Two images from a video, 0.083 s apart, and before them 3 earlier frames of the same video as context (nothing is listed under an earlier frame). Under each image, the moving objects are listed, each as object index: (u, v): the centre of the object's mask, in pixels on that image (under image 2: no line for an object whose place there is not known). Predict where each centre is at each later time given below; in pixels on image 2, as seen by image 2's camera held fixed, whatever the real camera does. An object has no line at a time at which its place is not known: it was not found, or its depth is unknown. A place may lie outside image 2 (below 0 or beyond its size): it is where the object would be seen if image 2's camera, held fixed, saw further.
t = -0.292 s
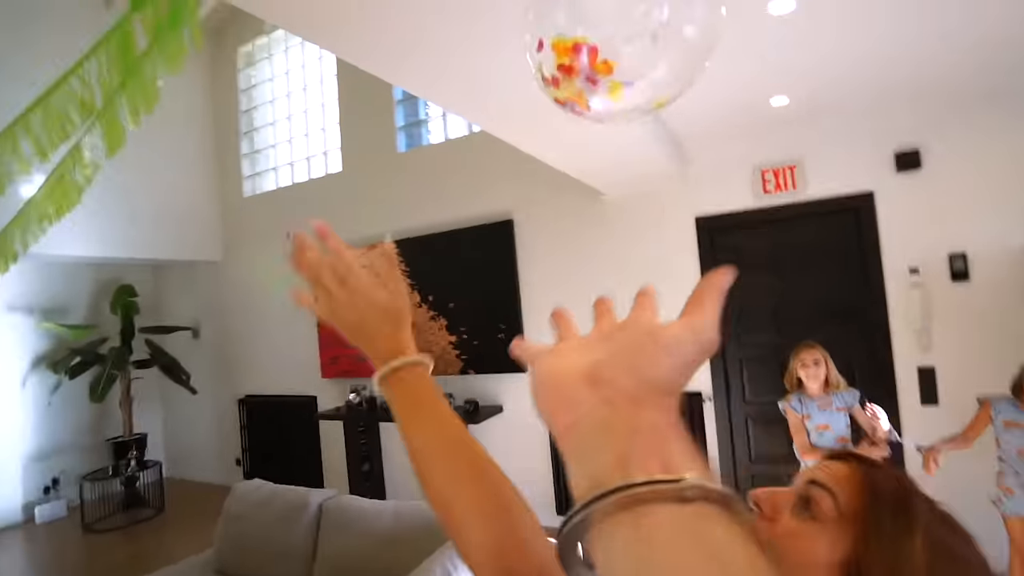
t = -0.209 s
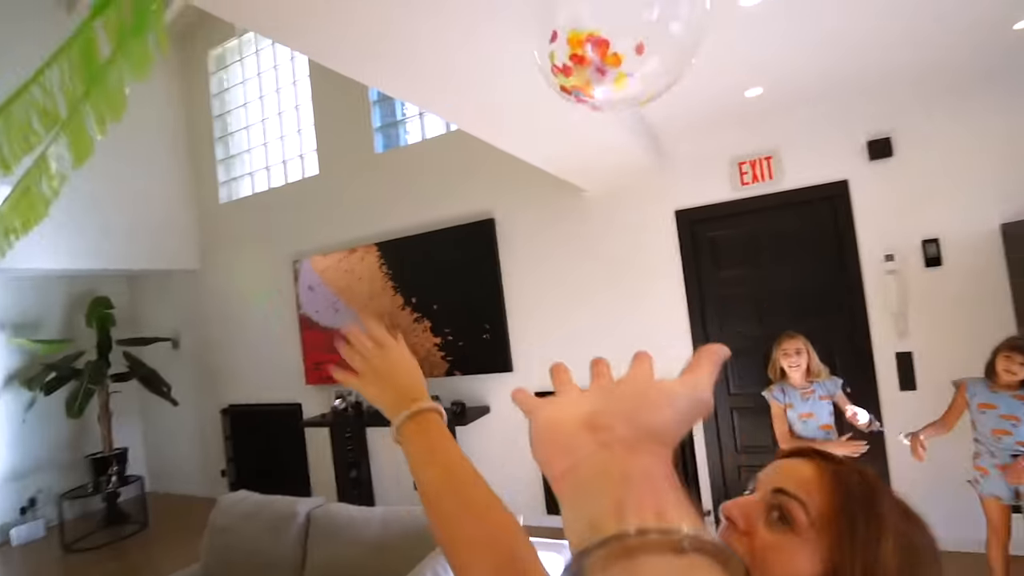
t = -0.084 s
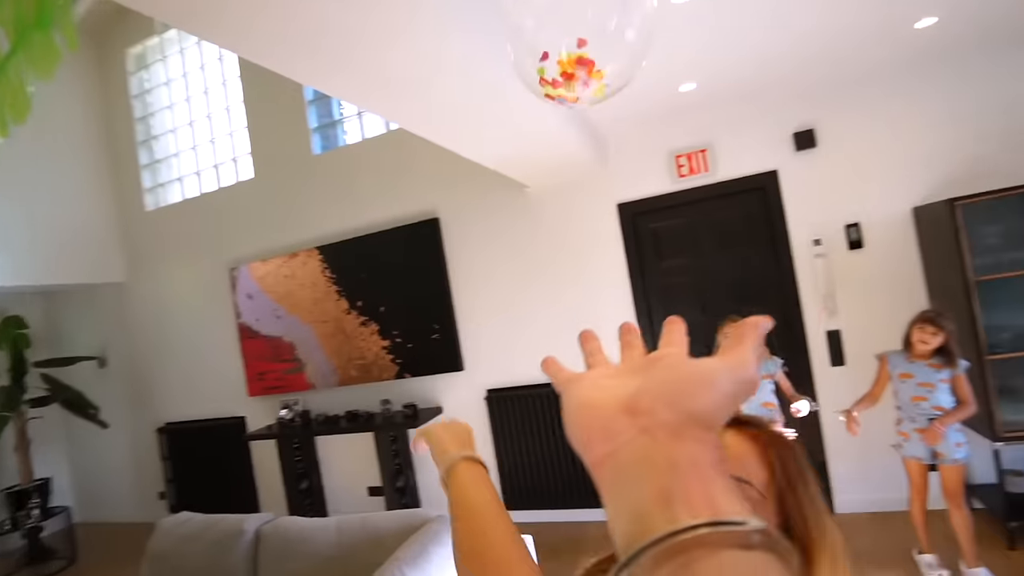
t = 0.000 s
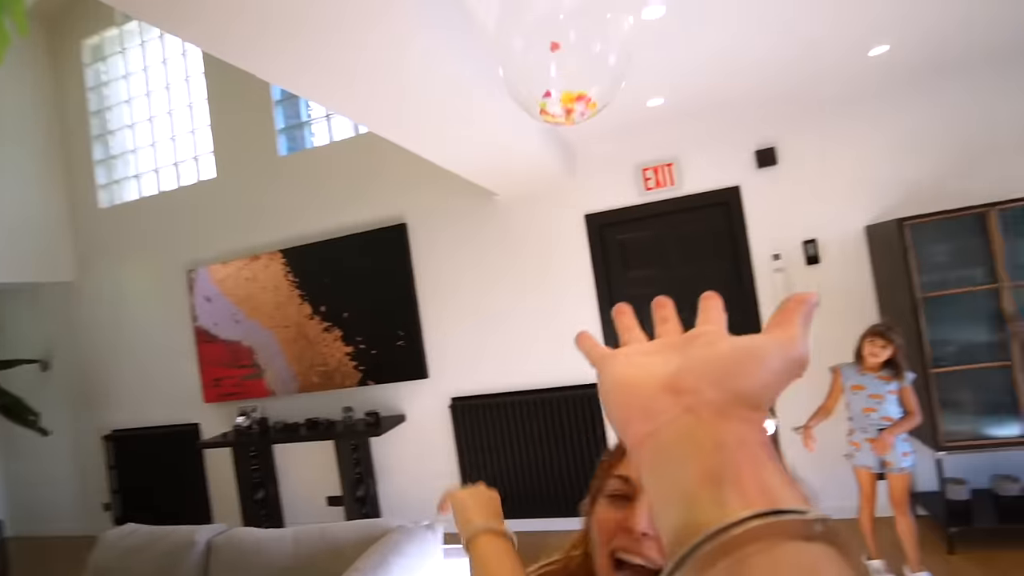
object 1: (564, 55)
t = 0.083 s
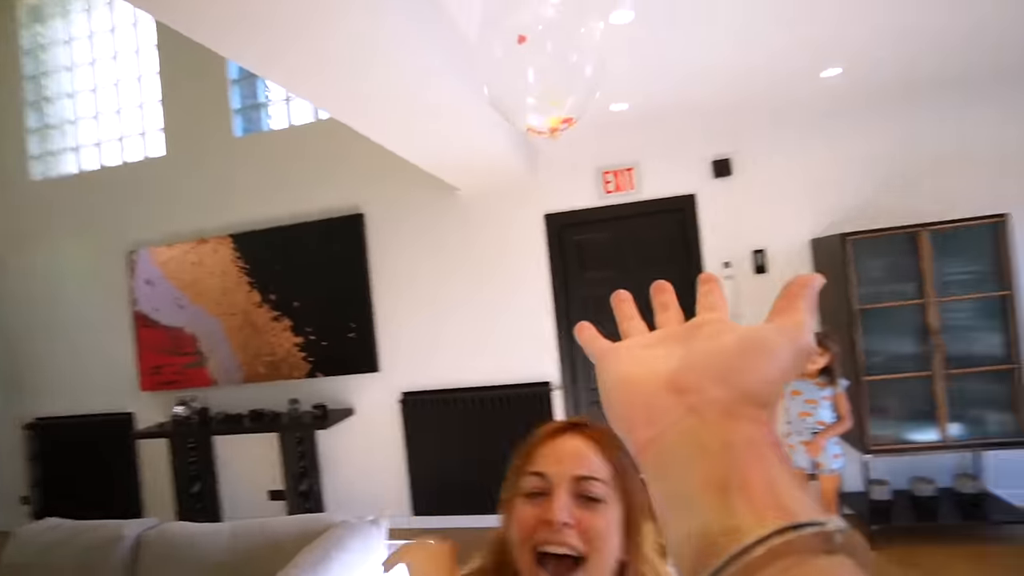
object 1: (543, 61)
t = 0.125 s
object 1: (542, 68)
